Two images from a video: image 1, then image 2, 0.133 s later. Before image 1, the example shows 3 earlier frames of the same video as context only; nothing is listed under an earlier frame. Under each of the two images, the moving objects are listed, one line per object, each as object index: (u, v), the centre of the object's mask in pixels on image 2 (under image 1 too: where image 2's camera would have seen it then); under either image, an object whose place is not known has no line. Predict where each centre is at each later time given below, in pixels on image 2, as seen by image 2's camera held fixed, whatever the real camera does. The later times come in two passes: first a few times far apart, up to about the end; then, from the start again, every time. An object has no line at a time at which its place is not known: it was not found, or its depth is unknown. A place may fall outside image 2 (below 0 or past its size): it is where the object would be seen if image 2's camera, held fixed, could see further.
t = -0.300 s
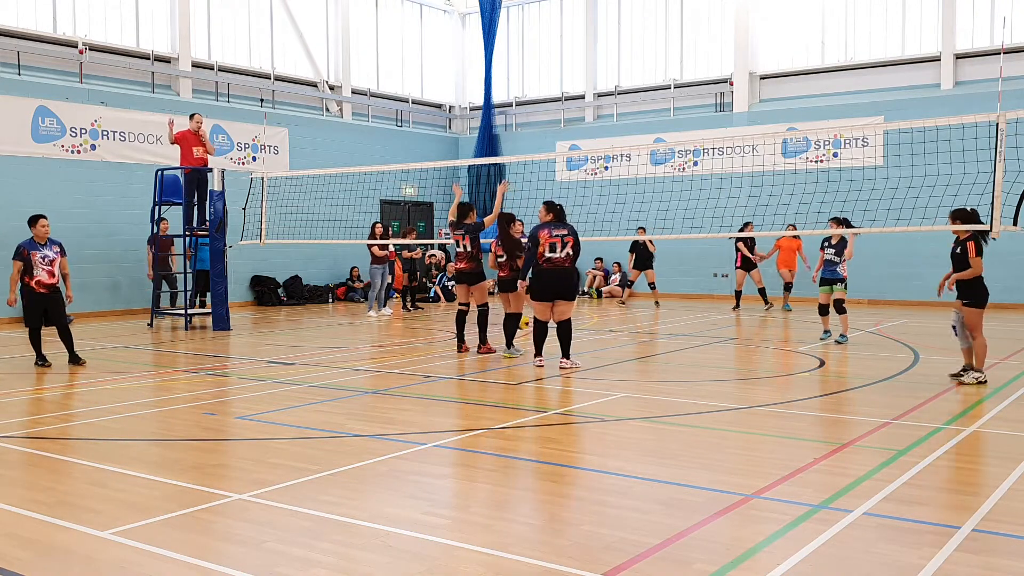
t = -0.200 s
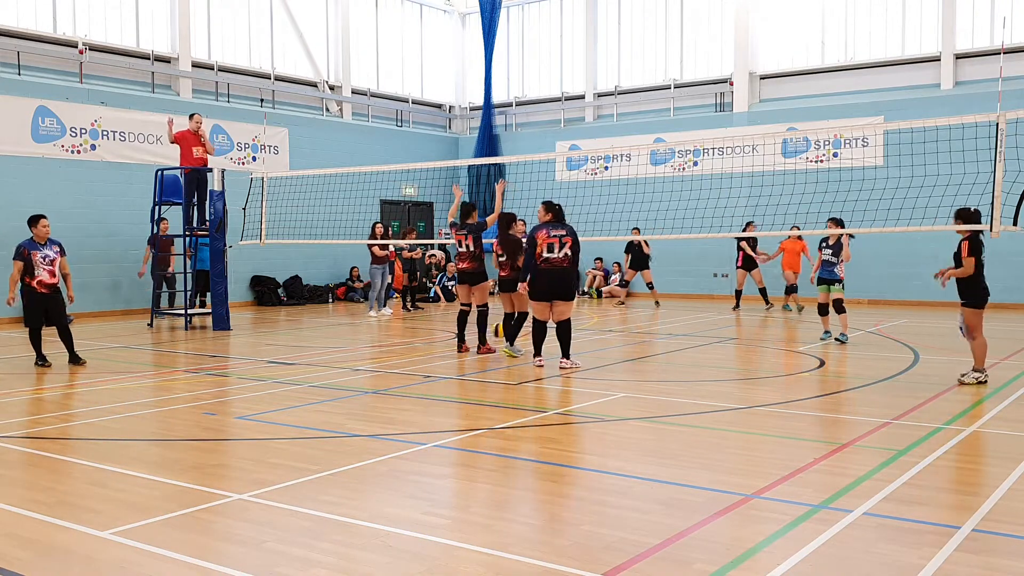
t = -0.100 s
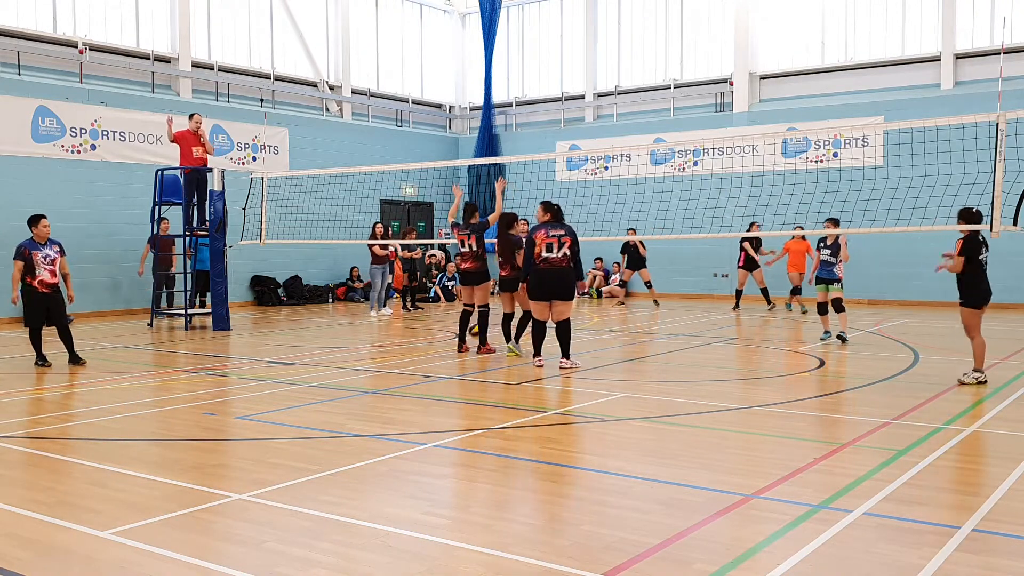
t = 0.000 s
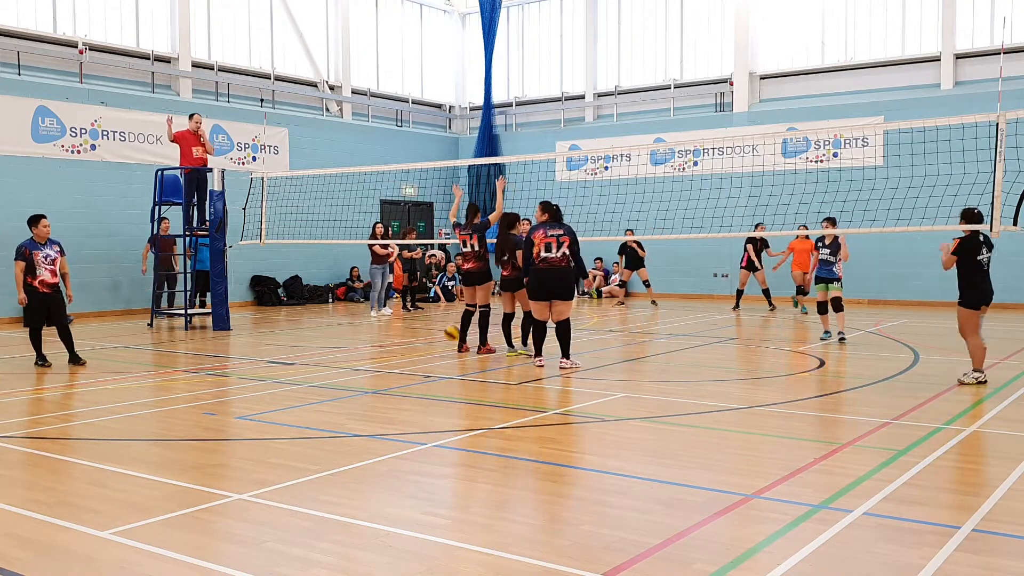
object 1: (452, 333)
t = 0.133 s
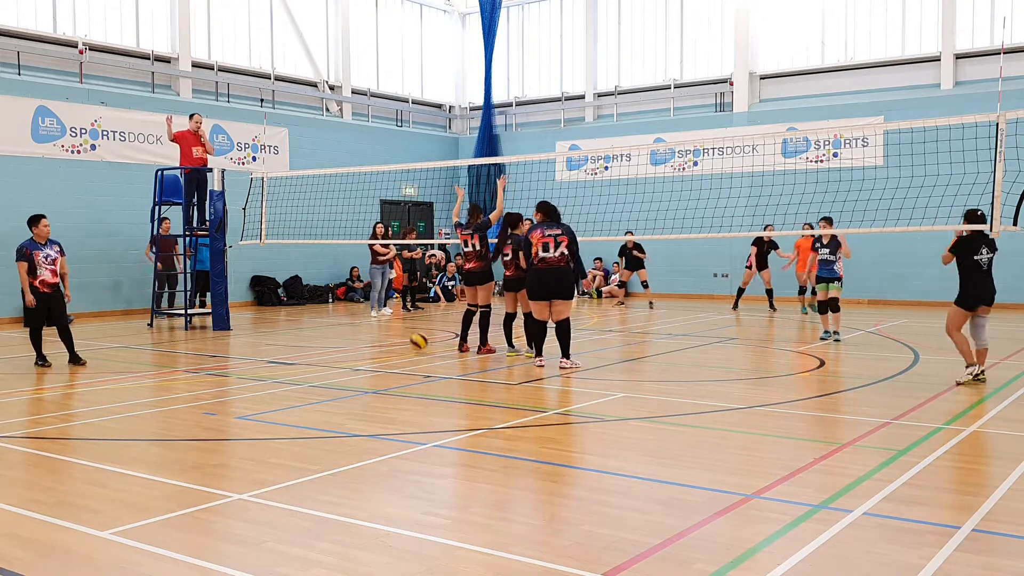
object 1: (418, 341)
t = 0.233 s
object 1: (391, 342)
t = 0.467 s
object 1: (320, 353)
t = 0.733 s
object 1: (225, 370)
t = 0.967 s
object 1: (128, 382)
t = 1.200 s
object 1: (14, 398)
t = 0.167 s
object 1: (409, 340)
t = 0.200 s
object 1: (400, 341)
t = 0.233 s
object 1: (391, 342)
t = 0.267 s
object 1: (382, 344)
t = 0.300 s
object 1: (372, 347)
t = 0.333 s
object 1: (362, 352)
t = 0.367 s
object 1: (352, 352)
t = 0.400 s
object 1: (342, 351)
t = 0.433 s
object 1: (331, 352)
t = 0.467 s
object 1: (320, 353)
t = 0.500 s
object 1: (309, 355)
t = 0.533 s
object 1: (298, 359)
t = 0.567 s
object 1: (287, 363)
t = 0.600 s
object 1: (275, 361)
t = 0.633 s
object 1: (263, 361)
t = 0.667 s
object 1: (250, 363)
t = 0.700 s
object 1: (238, 366)
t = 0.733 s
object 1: (225, 370)
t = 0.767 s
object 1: (213, 372)
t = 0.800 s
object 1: (199, 372)
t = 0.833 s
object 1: (185, 373)
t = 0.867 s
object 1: (171, 376)
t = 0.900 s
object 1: (157, 380)
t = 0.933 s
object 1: (143, 382)
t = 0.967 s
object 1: (128, 382)
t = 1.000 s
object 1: (114, 384)
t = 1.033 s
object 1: (98, 386)
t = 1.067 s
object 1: (82, 390)
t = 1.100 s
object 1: (66, 393)
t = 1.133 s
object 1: (48, 393)
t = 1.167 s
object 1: (32, 395)
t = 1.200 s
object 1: (14, 398)
